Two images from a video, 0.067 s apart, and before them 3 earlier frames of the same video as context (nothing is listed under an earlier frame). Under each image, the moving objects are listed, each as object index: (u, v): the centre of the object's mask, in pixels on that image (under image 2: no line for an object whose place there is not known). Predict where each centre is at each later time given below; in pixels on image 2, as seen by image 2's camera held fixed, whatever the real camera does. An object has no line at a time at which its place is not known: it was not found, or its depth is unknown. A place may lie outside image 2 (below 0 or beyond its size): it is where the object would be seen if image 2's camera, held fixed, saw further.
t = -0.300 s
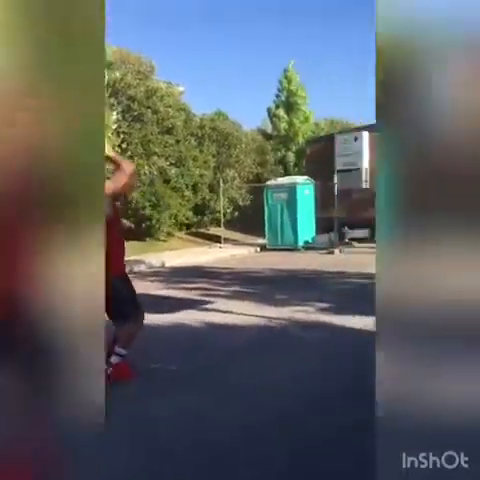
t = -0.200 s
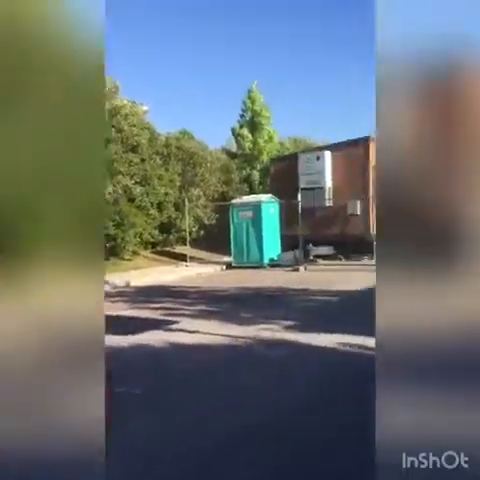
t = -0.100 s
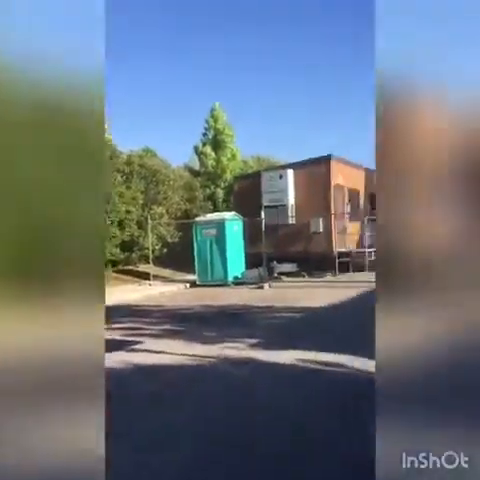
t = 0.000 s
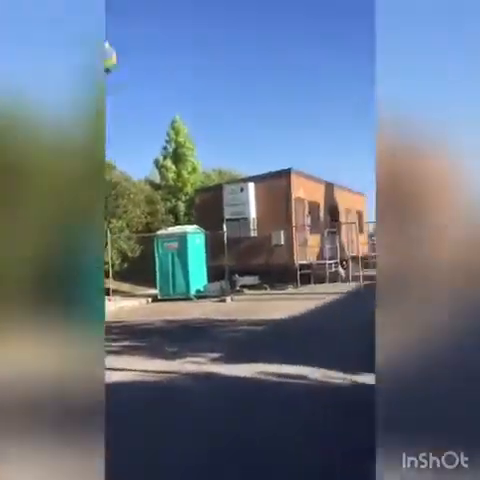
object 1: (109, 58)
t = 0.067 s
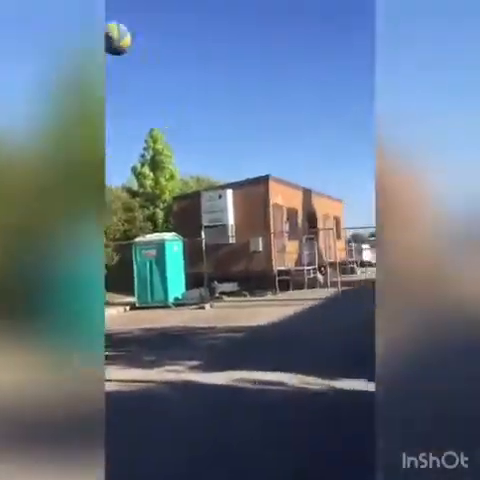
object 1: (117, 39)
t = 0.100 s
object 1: (133, 28)
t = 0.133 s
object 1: (152, 19)
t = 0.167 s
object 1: (172, 12)
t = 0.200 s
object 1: (191, 5)
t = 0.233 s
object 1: (210, 2)
